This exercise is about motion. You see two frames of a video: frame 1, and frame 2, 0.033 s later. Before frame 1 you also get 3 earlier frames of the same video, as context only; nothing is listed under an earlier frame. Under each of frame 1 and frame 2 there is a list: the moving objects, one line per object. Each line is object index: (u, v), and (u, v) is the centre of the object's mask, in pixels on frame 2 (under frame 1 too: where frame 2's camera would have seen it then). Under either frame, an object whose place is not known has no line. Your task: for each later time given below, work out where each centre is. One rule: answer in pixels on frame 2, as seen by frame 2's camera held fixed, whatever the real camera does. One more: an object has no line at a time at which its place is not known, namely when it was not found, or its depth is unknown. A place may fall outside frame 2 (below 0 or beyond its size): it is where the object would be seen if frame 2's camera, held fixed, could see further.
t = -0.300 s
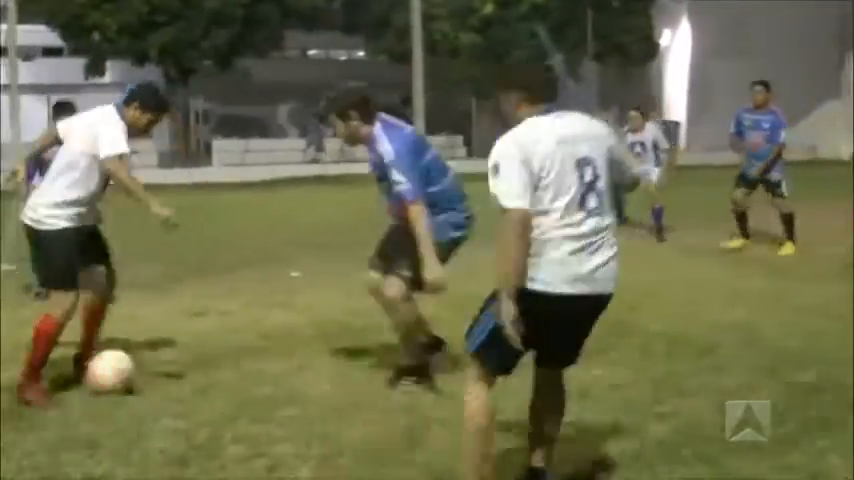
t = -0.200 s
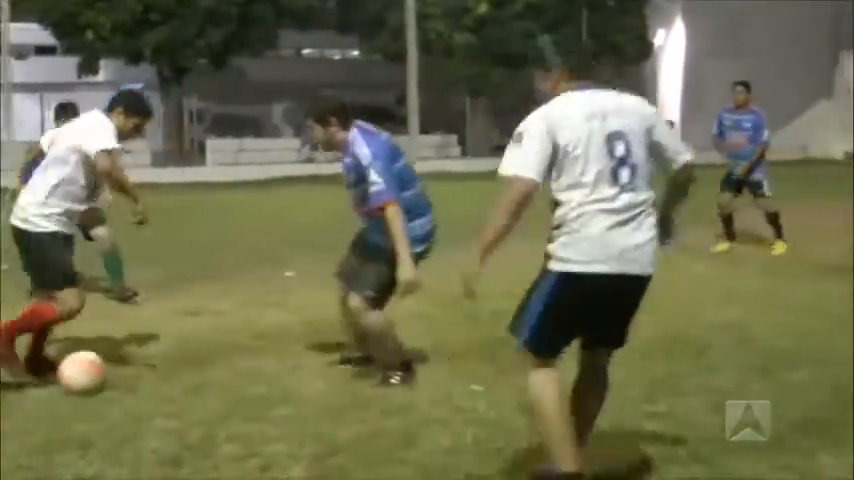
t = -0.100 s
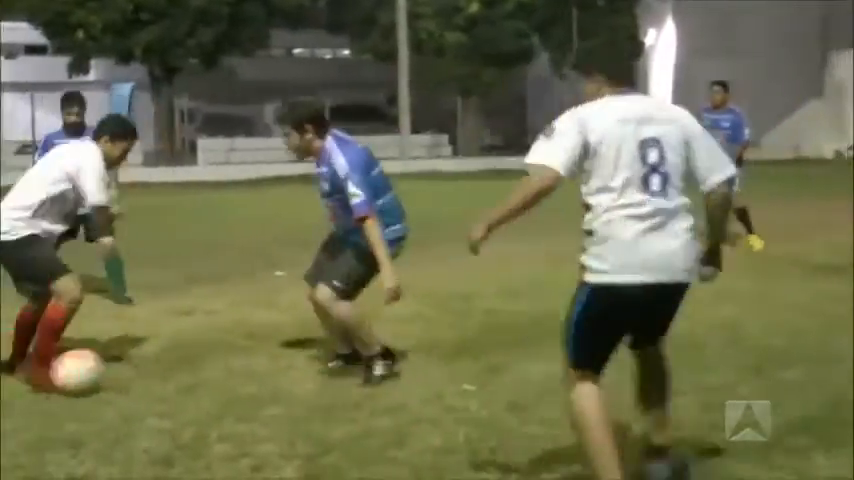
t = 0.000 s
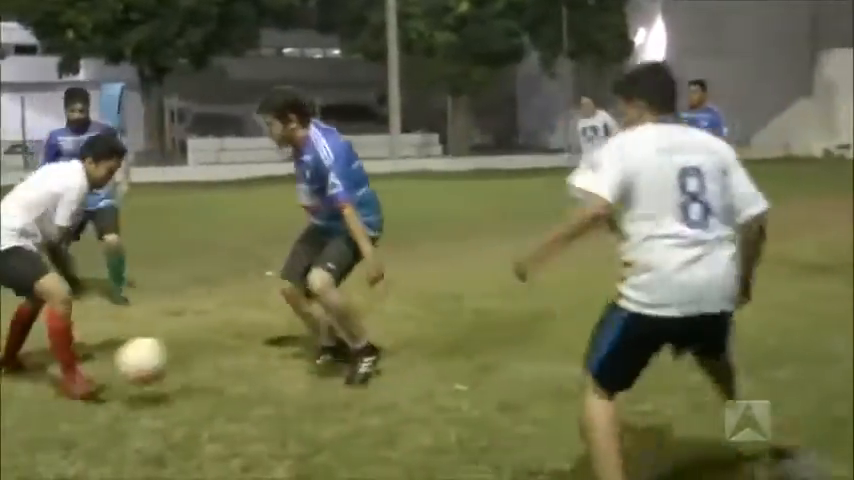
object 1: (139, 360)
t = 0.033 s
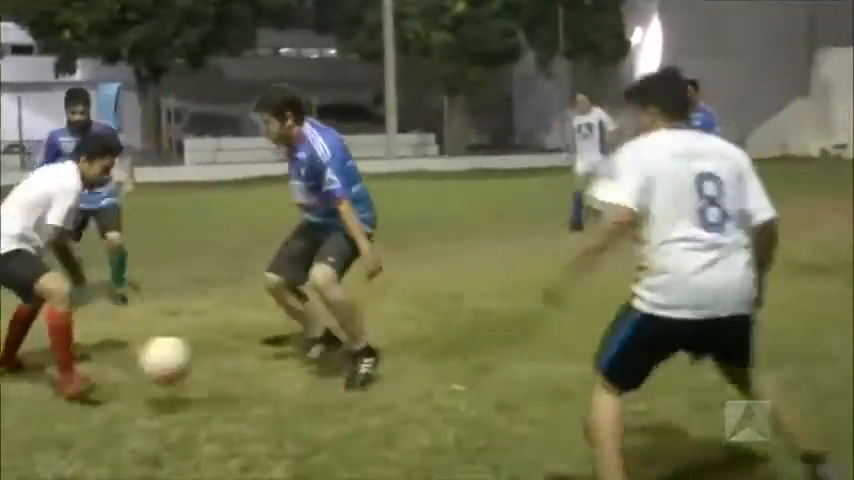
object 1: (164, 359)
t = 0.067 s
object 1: (192, 360)
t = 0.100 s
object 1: (219, 363)
